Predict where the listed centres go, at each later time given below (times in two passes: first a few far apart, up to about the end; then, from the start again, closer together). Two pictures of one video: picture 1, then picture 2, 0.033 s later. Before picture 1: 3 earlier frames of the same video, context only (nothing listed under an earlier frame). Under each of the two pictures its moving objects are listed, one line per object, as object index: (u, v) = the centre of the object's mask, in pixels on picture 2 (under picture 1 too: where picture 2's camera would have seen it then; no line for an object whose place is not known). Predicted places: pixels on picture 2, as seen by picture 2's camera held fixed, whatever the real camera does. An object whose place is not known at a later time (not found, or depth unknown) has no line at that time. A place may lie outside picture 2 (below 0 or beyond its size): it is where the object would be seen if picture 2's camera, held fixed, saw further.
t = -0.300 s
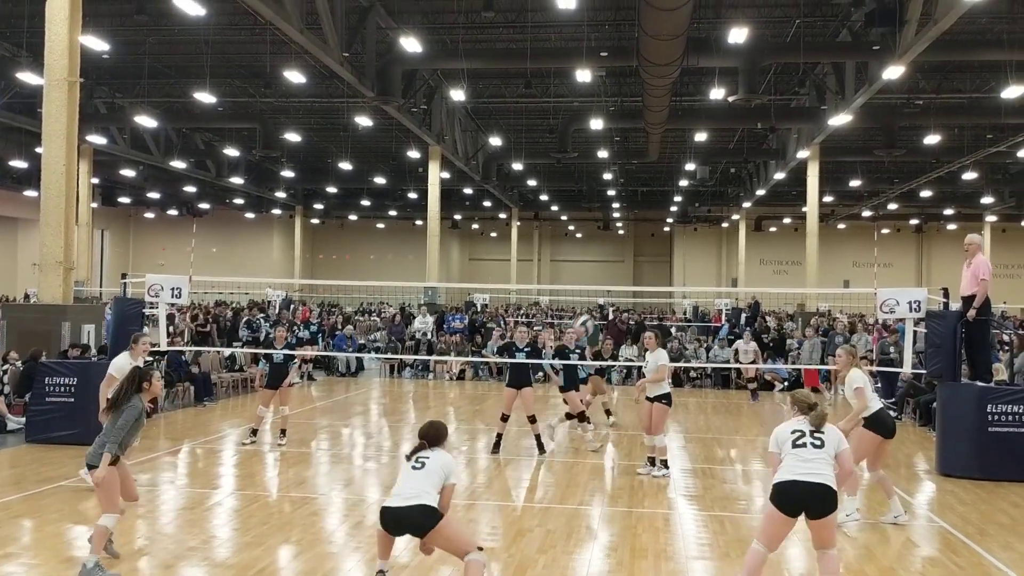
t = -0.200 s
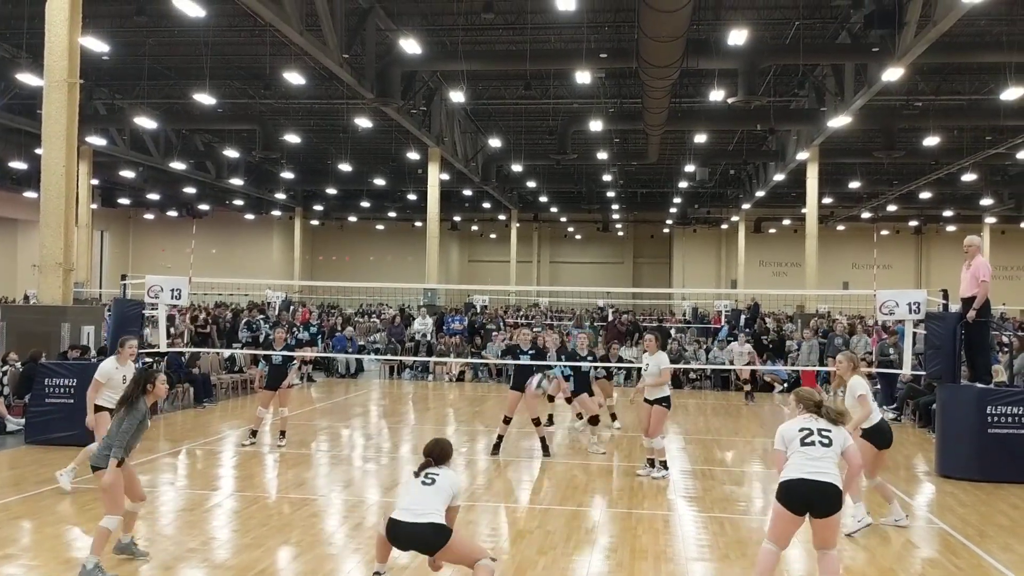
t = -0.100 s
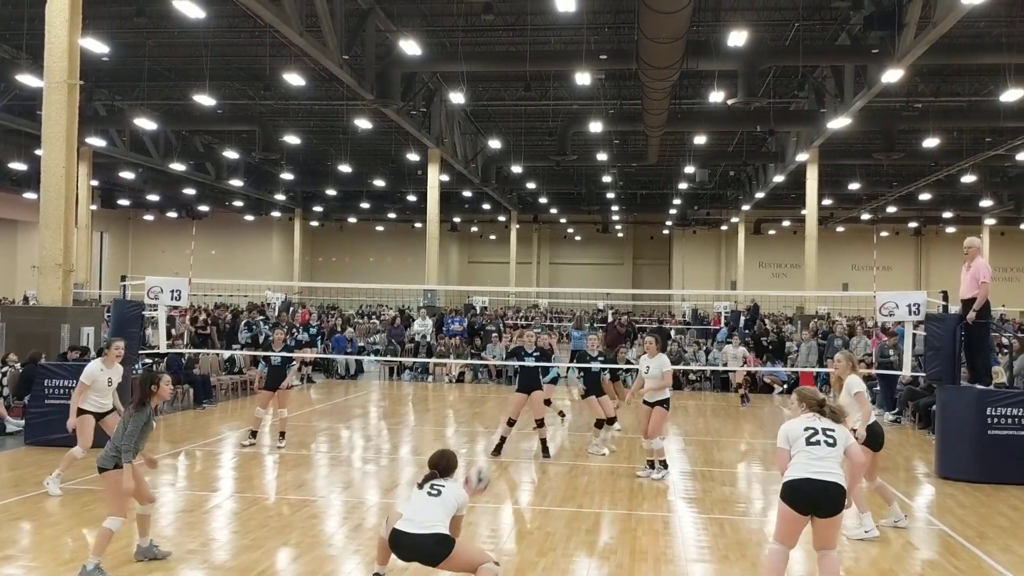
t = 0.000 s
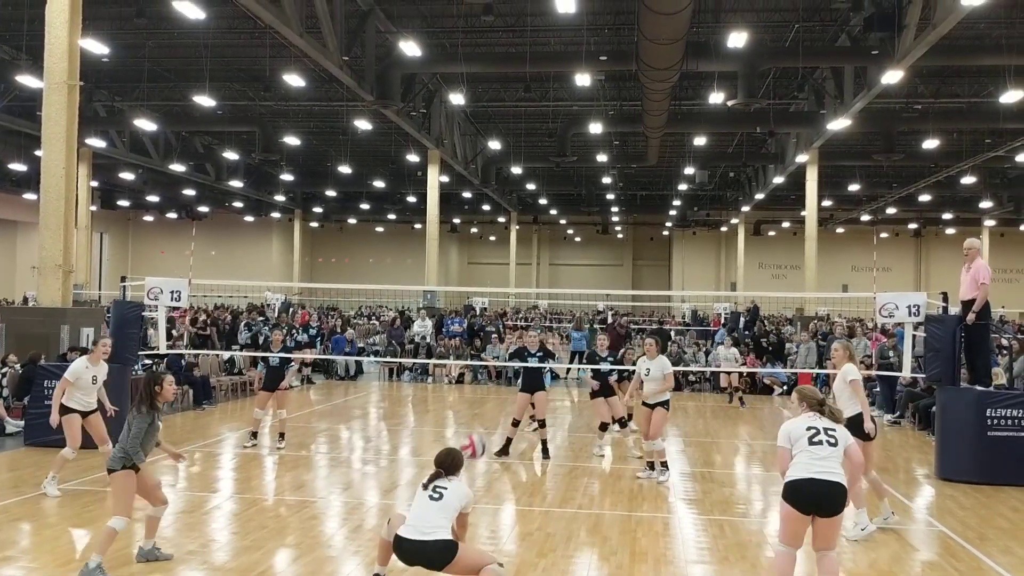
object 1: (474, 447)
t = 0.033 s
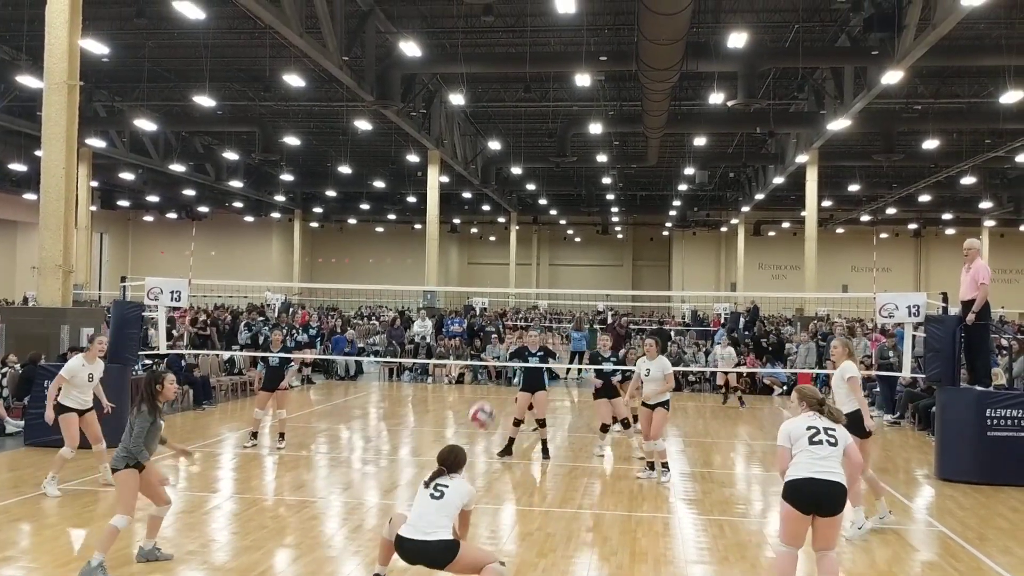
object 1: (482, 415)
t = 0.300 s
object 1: (543, 237)
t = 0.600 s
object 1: (601, 151)
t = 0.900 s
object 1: (649, 167)
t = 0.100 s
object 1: (498, 361)
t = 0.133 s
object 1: (506, 336)
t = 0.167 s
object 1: (514, 315)
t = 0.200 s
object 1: (522, 291)
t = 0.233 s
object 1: (529, 271)
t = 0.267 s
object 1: (536, 253)
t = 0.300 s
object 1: (543, 237)
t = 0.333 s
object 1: (550, 222)
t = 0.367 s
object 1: (557, 208)
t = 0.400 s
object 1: (564, 196)
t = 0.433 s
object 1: (570, 185)
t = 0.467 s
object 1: (576, 176)
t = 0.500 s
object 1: (582, 167)
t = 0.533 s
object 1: (589, 161)
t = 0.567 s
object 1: (595, 155)
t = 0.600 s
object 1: (601, 151)
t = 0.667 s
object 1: (612, 146)
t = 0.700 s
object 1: (618, 145)
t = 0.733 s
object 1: (623, 146)
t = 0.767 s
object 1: (629, 147)
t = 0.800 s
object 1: (634, 151)
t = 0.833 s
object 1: (639, 155)
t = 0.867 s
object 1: (644, 160)
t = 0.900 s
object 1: (649, 167)
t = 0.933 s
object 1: (654, 174)
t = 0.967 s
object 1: (659, 183)
